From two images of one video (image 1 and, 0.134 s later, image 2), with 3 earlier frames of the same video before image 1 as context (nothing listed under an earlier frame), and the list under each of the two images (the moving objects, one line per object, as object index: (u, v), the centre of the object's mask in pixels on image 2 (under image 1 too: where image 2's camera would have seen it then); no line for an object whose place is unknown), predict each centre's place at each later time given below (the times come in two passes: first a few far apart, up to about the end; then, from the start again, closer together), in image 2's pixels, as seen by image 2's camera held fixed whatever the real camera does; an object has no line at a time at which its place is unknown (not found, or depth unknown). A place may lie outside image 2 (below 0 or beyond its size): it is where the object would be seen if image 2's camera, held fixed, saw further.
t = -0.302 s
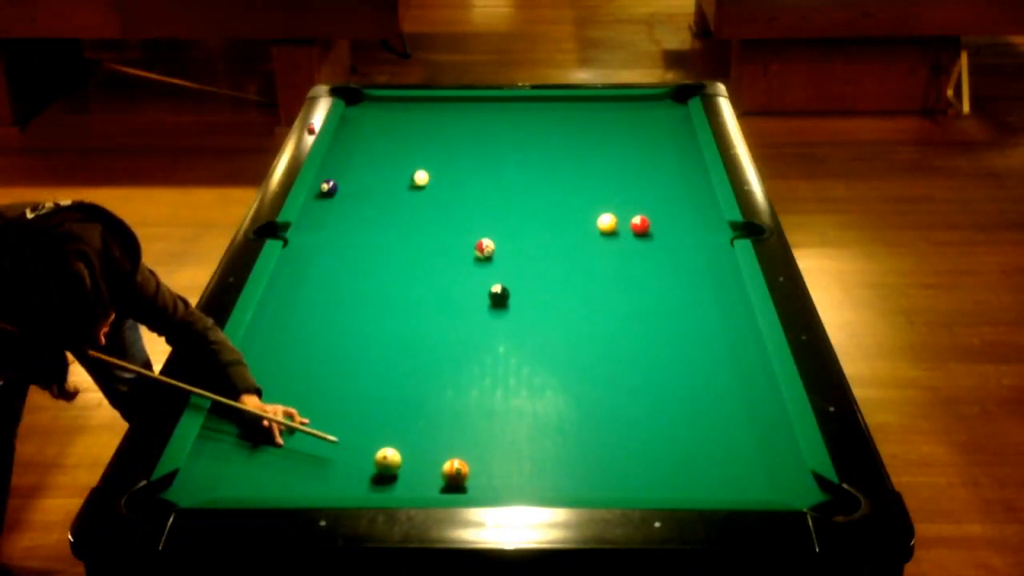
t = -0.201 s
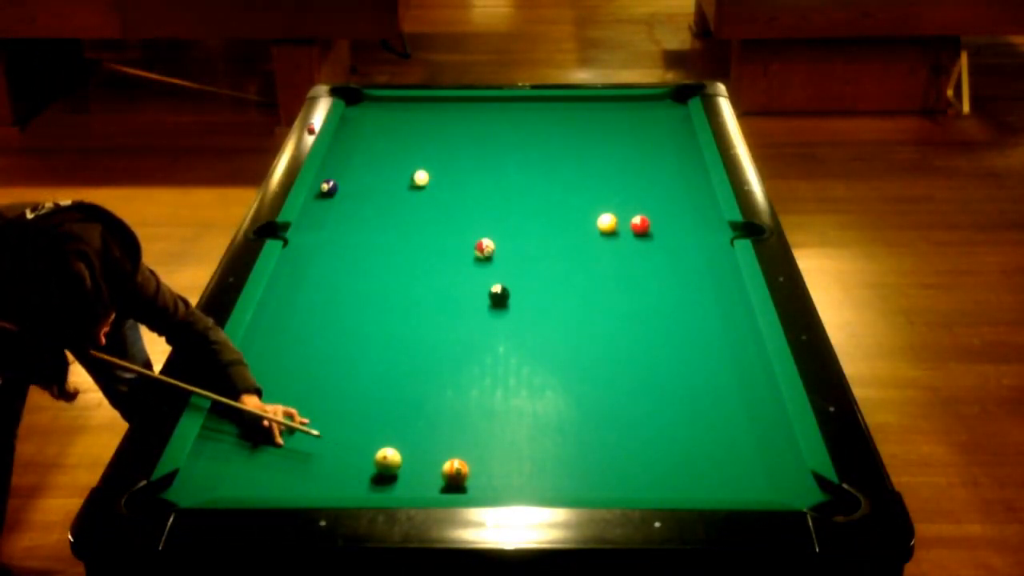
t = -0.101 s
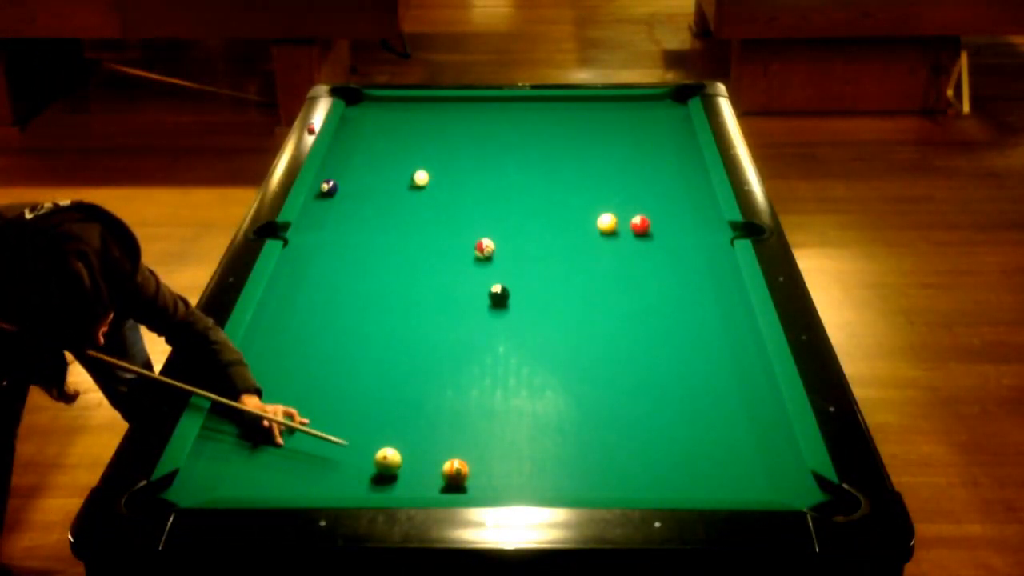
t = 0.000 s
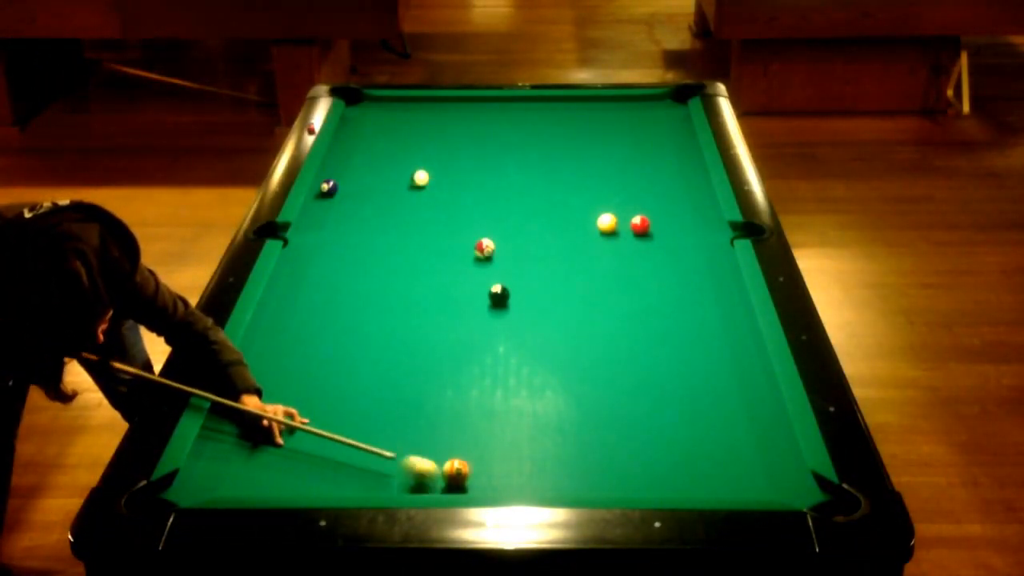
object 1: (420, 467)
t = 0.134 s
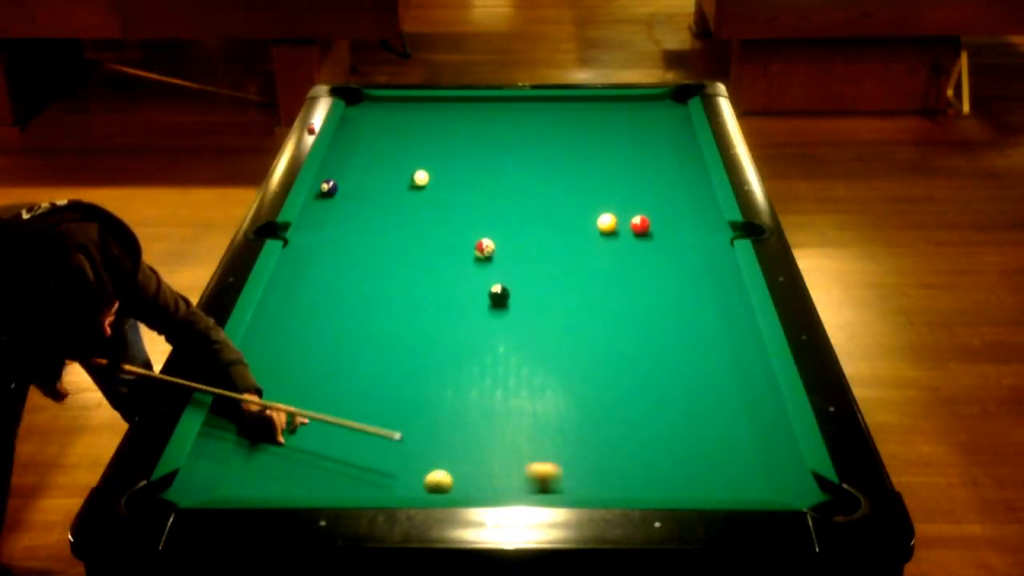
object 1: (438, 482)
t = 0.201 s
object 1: (448, 478)
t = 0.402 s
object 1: (477, 460)
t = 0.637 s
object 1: (507, 443)
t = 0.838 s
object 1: (532, 430)
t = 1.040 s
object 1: (554, 417)
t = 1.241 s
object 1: (575, 405)
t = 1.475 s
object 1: (597, 393)
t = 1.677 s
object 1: (614, 383)
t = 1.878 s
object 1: (630, 375)
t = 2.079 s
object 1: (644, 366)
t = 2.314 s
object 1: (659, 358)
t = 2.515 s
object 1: (671, 351)
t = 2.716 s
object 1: (682, 346)
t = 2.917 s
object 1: (692, 340)
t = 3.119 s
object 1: (700, 335)
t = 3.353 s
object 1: (709, 330)
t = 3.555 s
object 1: (715, 326)
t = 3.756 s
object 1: (721, 323)
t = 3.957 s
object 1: (725, 321)
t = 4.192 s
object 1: (730, 318)
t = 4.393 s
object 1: (733, 317)
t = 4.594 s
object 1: (735, 316)
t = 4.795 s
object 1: (736, 315)
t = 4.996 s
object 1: (737, 315)
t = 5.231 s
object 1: (737, 315)
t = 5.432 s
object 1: (736, 315)
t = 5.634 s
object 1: (737, 315)
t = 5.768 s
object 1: (737, 315)
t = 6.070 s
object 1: (736, 315)
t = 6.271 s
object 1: (737, 315)
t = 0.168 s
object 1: (444, 479)
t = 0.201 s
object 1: (448, 478)
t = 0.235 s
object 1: (453, 474)
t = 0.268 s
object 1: (458, 471)
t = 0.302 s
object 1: (463, 468)
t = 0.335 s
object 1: (468, 465)
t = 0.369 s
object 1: (472, 463)
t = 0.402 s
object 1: (477, 460)
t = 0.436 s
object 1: (482, 457)
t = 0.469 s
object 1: (486, 455)
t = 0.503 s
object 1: (491, 453)
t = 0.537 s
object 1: (495, 450)
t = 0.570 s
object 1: (499, 448)
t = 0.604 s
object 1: (503, 446)
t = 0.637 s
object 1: (507, 443)
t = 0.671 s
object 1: (512, 441)
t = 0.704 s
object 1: (516, 439)
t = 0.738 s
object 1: (520, 436)
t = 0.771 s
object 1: (524, 434)
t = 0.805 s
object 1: (528, 432)
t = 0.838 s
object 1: (532, 430)
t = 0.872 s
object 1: (535, 428)
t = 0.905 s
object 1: (539, 424)
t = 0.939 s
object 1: (543, 422)
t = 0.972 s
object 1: (547, 420)
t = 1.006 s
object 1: (550, 418)
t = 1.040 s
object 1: (554, 417)
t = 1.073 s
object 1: (558, 415)
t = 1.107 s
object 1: (561, 412)
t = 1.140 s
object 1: (565, 411)
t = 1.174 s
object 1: (568, 409)
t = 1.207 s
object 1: (571, 407)
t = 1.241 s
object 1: (575, 405)
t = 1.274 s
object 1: (578, 403)
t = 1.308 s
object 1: (581, 401)
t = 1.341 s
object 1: (584, 400)
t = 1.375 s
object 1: (588, 398)
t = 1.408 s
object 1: (590, 396)
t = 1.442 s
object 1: (593, 395)
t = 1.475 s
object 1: (597, 393)
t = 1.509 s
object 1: (600, 391)
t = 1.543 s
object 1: (602, 390)
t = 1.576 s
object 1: (605, 388)
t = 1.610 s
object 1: (608, 386)
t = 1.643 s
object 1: (611, 385)
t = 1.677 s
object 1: (614, 383)
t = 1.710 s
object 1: (616, 382)
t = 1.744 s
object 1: (619, 381)
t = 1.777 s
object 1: (622, 379)
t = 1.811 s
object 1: (625, 378)
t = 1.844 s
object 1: (627, 376)
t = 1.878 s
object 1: (630, 375)
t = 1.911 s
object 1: (632, 373)
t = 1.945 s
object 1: (635, 372)
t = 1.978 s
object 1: (637, 370)
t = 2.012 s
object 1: (639, 369)
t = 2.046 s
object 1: (642, 368)
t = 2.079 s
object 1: (644, 366)
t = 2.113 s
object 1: (646, 365)
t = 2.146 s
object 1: (648, 364)
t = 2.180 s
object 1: (651, 362)
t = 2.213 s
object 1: (653, 361)
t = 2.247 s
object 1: (655, 360)
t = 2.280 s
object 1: (657, 359)
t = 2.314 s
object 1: (659, 358)
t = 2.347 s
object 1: (661, 357)
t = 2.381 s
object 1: (663, 355)
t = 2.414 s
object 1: (666, 354)
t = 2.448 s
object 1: (667, 353)
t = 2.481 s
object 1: (670, 352)
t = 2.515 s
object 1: (671, 351)
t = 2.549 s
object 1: (673, 350)
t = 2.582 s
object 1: (675, 349)
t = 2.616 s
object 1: (677, 348)
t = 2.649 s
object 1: (679, 347)
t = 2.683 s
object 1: (680, 347)
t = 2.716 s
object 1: (682, 346)
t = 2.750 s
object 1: (684, 345)
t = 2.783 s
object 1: (685, 344)
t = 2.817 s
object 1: (687, 343)
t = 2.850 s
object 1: (688, 342)
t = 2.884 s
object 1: (690, 341)
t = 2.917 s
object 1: (692, 340)
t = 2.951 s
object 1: (693, 339)
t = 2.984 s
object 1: (694, 338)
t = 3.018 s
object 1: (696, 337)
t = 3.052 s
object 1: (697, 337)
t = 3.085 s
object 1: (699, 336)
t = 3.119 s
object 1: (700, 335)
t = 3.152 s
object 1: (701, 334)
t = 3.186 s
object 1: (703, 333)
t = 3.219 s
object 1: (704, 333)
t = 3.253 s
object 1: (705, 332)
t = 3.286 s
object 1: (706, 332)
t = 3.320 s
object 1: (708, 331)
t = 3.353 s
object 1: (709, 330)
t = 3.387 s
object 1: (710, 330)
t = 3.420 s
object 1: (711, 329)
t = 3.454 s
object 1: (712, 328)
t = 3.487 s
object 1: (713, 327)
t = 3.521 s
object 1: (714, 327)
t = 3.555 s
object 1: (715, 326)
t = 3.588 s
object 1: (716, 326)
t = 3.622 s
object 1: (717, 325)
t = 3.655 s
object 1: (718, 325)
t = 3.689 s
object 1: (719, 324)
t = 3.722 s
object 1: (720, 324)
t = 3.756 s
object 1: (721, 323)
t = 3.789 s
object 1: (722, 323)
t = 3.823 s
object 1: (722, 322)
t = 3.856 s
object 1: (723, 322)
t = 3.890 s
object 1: (724, 321)
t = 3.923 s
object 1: (725, 321)
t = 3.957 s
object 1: (725, 321)
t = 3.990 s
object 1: (726, 321)
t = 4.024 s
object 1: (727, 320)
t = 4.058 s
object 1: (728, 319)
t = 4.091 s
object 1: (728, 319)
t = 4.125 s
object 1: (729, 319)
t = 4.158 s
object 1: (729, 318)
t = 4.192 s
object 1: (730, 318)
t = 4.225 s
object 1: (730, 318)
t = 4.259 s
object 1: (731, 317)
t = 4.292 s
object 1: (731, 317)
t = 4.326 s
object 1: (732, 317)
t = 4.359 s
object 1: (732, 317)
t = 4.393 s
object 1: (733, 317)
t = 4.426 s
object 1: (733, 317)
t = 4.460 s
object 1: (734, 316)
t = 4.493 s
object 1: (734, 316)
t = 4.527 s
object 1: (734, 316)
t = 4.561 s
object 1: (735, 316)
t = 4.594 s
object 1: (735, 316)
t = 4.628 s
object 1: (735, 315)
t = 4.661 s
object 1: (735, 315)
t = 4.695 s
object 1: (736, 315)
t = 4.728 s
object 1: (736, 315)
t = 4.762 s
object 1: (736, 315)
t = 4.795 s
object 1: (736, 315)
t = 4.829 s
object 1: (736, 315)
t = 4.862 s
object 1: (737, 315)
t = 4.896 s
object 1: (737, 315)
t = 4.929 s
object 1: (737, 315)
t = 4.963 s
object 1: (737, 315)
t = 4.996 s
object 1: (737, 315)
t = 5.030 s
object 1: (737, 315)
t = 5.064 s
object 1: (737, 315)
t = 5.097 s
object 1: (737, 315)
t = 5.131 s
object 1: (737, 315)
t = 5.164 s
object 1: (737, 315)
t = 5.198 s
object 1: (737, 315)
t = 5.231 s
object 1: (737, 315)
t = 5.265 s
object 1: (737, 315)
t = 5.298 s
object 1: (737, 315)
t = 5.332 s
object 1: (737, 315)
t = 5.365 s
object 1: (737, 315)
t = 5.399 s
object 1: (737, 315)
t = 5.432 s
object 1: (736, 315)
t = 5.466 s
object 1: (737, 315)
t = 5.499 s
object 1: (737, 315)
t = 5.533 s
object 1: (736, 315)
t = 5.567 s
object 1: (737, 315)
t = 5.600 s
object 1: (736, 315)
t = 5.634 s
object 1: (737, 315)
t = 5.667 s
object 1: (737, 315)
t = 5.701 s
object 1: (737, 315)
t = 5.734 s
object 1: (737, 315)
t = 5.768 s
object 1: (737, 315)
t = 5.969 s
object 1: (733, 310)
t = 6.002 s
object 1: (735, 310)
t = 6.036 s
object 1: (735, 312)
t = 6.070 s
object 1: (736, 315)
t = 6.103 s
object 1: (737, 315)
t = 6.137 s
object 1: (737, 315)
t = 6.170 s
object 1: (737, 315)
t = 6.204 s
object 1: (737, 315)
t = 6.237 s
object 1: (737, 315)
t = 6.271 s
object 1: (737, 315)
